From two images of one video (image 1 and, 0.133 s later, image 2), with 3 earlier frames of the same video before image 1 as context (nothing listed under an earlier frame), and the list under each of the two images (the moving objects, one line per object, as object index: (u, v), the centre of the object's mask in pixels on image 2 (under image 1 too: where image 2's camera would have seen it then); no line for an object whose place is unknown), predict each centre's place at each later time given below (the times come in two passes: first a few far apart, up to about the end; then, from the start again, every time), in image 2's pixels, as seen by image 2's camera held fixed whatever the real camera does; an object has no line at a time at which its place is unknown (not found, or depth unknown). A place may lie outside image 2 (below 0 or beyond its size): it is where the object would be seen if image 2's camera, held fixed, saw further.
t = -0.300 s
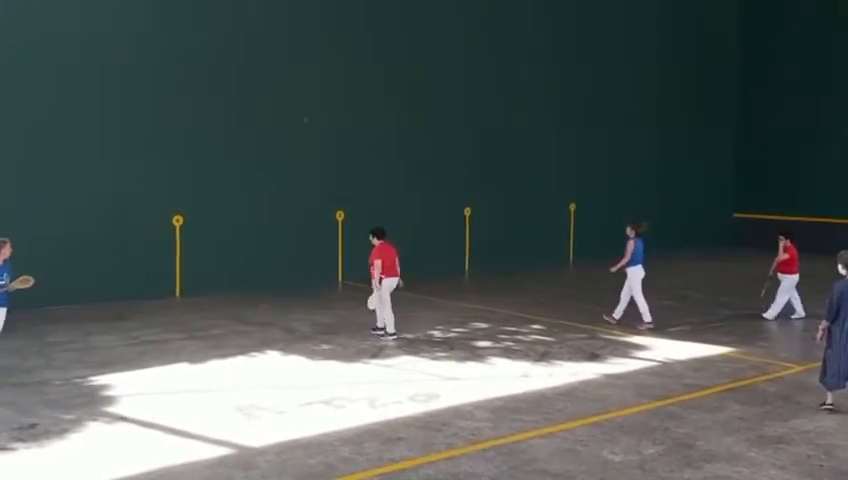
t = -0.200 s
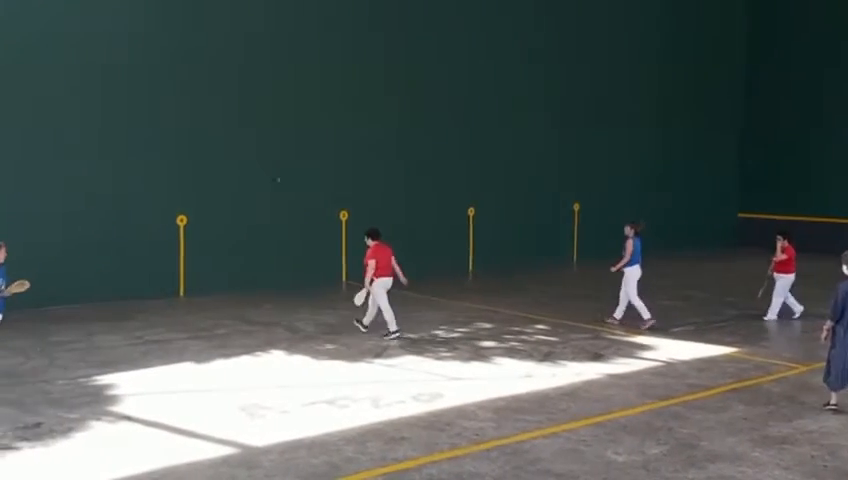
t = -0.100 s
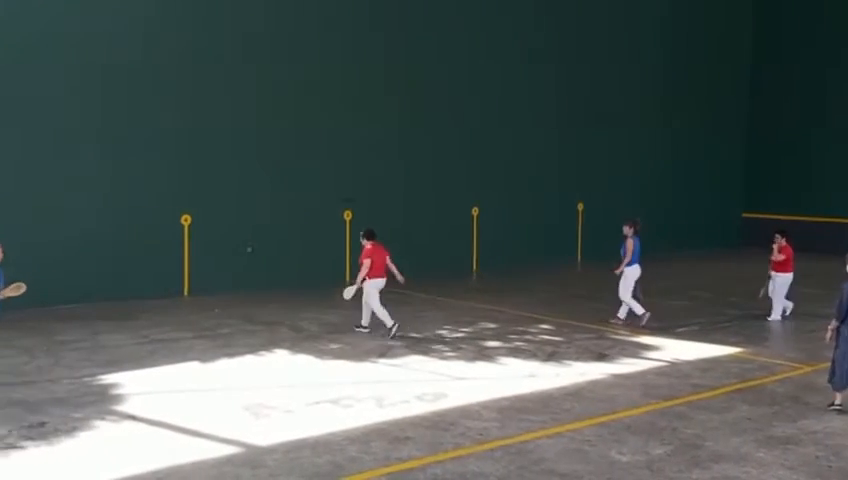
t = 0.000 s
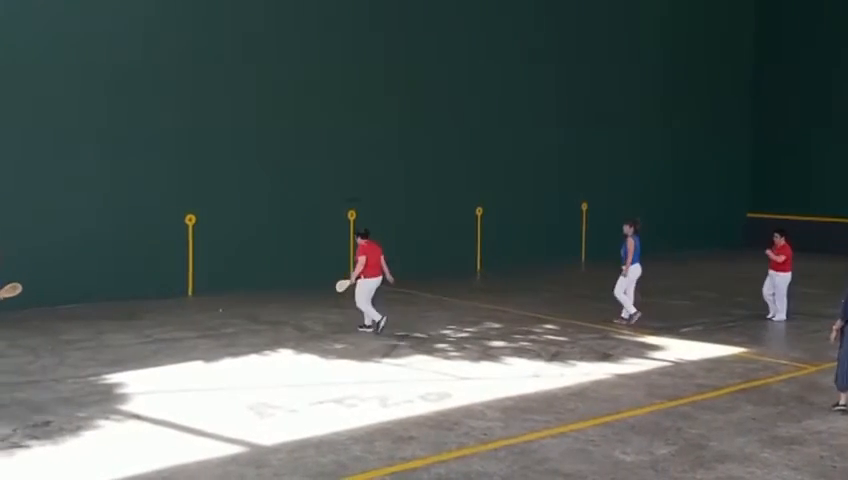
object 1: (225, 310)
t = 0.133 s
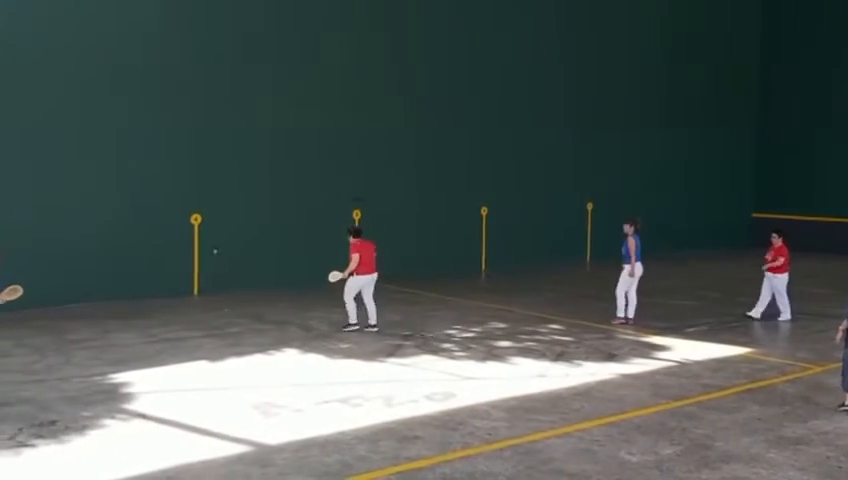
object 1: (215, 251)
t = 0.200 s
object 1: (210, 224)
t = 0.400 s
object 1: (189, 155)
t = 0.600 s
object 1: (167, 107)
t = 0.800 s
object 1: (141, 85)
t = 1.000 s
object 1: (112, 95)
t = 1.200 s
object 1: (79, 148)
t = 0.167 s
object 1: (211, 237)
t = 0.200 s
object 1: (210, 224)
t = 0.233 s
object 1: (207, 212)
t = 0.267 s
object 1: (202, 200)
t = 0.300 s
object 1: (199, 188)
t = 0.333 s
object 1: (196, 177)
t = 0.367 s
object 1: (192, 165)
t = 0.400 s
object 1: (189, 155)
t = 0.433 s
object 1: (186, 146)
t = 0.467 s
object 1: (182, 136)
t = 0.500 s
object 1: (179, 128)
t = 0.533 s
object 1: (175, 121)
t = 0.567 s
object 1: (171, 113)
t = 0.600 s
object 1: (167, 107)
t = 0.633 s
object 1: (163, 101)
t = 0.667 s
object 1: (159, 97)
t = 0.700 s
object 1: (155, 93)
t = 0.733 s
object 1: (151, 89)
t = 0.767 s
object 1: (147, 86)
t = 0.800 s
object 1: (141, 85)
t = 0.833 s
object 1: (137, 84)
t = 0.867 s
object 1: (132, 84)
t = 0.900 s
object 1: (127, 85)
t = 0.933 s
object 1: (121, 88)
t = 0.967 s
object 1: (117, 91)
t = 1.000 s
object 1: (112, 95)
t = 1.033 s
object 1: (106, 100)
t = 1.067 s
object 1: (102, 107)
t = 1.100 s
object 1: (97, 116)
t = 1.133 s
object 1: (91, 126)
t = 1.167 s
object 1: (86, 136)
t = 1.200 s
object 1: (79, 148)
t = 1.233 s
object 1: (72, 161)
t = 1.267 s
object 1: (65, 175)
